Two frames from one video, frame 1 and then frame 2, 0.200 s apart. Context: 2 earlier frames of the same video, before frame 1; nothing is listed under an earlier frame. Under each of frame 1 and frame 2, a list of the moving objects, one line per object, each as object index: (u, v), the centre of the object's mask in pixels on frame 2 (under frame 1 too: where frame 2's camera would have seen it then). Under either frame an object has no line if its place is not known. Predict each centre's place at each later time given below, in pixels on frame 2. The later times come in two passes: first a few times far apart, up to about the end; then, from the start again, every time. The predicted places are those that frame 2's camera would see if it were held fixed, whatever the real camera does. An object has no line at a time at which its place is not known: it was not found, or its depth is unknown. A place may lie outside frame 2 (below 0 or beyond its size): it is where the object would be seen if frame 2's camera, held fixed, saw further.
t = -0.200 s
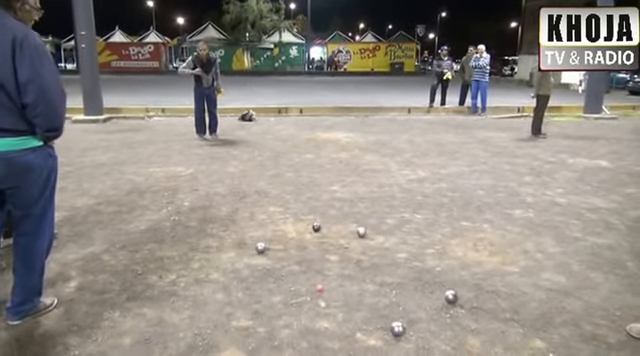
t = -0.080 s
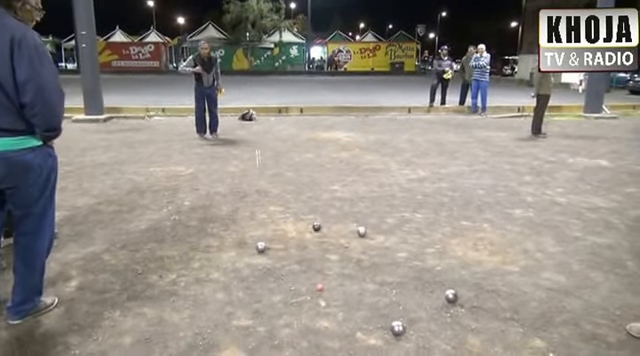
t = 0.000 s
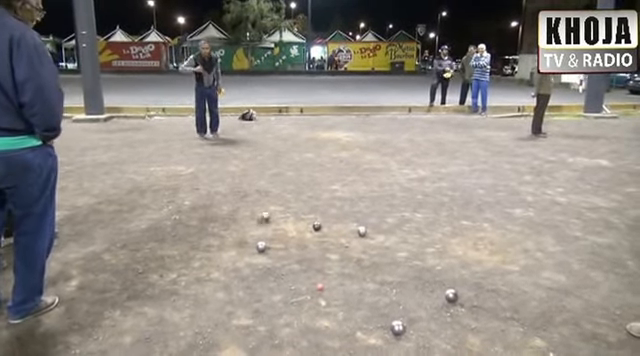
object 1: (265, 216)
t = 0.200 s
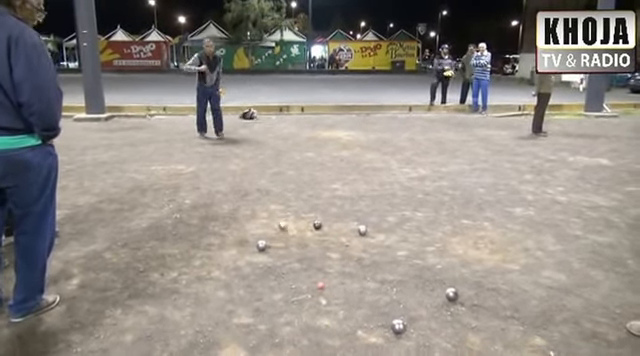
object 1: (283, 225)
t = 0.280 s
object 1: (290, 229)
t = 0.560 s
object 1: (315, 240)
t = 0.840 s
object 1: (340, 249)
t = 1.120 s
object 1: (361, 255)
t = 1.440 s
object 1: (380, 260)
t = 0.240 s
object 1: (286, 227)
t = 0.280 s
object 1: (290, 229)
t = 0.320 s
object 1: (294, 231)
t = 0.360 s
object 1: (298, 232)
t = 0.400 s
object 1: (301, 234)
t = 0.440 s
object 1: (305, 235)
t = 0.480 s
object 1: (308, 236)
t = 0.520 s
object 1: (312, 239)
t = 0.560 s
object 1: (315, 240)
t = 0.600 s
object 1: (319, 241)
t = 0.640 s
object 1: (322, 242)
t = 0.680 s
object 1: (326, 244)
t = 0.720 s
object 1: (329, 245)
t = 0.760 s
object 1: (333, 247)
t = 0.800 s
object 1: (337, 248)
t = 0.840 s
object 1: (340, 249)
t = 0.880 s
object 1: (343, 250)
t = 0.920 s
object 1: (346, 251)
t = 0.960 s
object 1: (349, 252)
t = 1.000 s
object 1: (352, 254)
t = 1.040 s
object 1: (355, 253)
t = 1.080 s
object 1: (358, 255)
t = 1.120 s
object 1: (361, 255)
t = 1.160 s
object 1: (363, 257)
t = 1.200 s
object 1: (366, 257)
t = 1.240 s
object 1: (368, 258)
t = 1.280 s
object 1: (371, 258)
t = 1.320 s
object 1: (373, 259)
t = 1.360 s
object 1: (376, 259)
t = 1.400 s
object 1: (378, 260)
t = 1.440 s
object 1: (380, 260)
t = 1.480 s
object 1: (382, 260)
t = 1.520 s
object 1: (384, 260)
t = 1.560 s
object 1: (387, 260)
